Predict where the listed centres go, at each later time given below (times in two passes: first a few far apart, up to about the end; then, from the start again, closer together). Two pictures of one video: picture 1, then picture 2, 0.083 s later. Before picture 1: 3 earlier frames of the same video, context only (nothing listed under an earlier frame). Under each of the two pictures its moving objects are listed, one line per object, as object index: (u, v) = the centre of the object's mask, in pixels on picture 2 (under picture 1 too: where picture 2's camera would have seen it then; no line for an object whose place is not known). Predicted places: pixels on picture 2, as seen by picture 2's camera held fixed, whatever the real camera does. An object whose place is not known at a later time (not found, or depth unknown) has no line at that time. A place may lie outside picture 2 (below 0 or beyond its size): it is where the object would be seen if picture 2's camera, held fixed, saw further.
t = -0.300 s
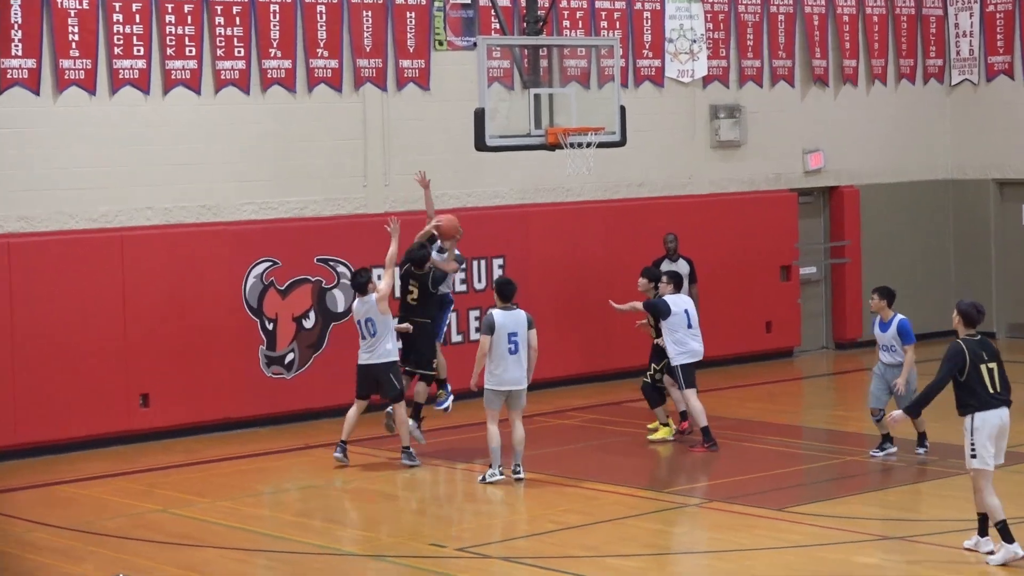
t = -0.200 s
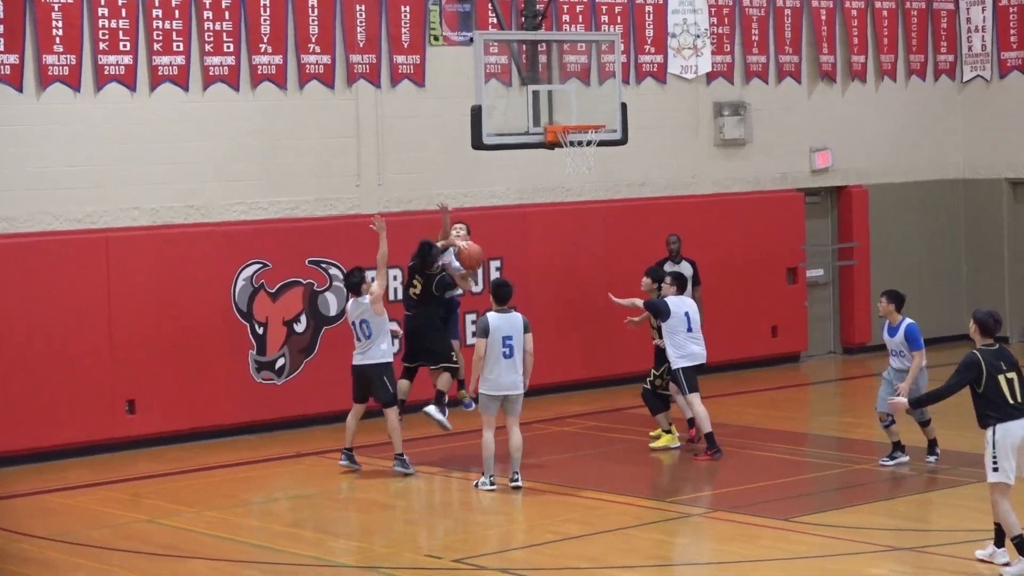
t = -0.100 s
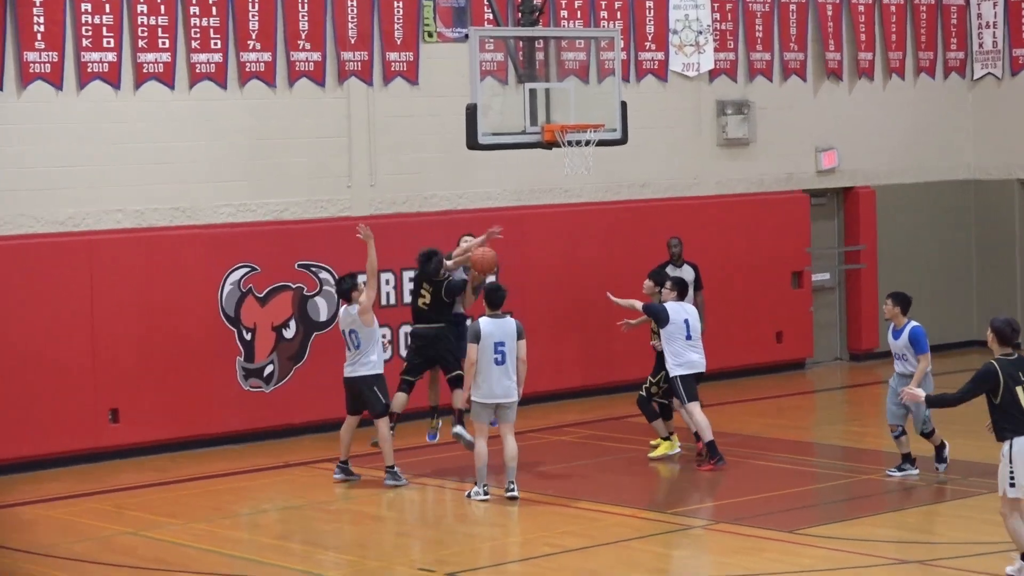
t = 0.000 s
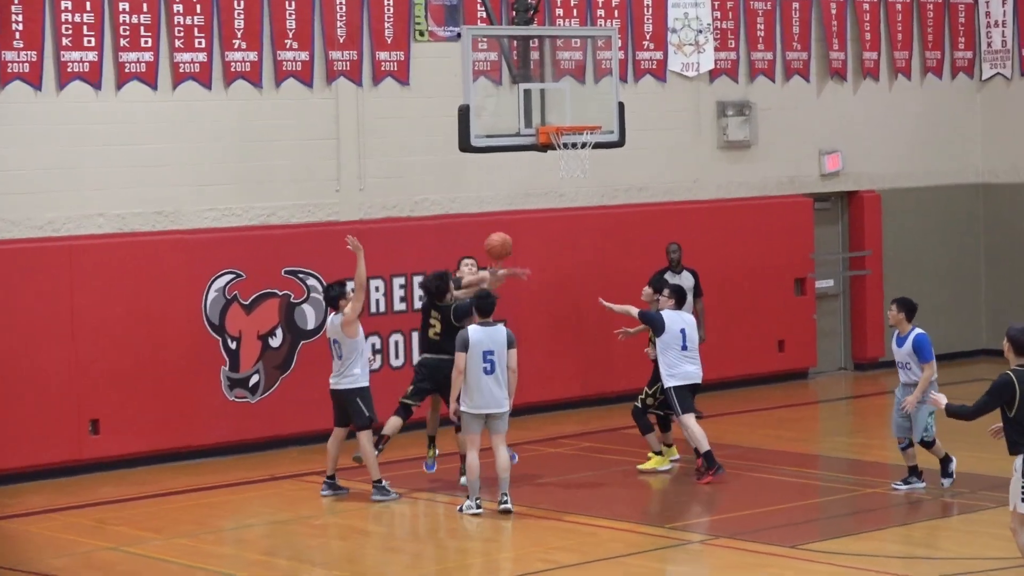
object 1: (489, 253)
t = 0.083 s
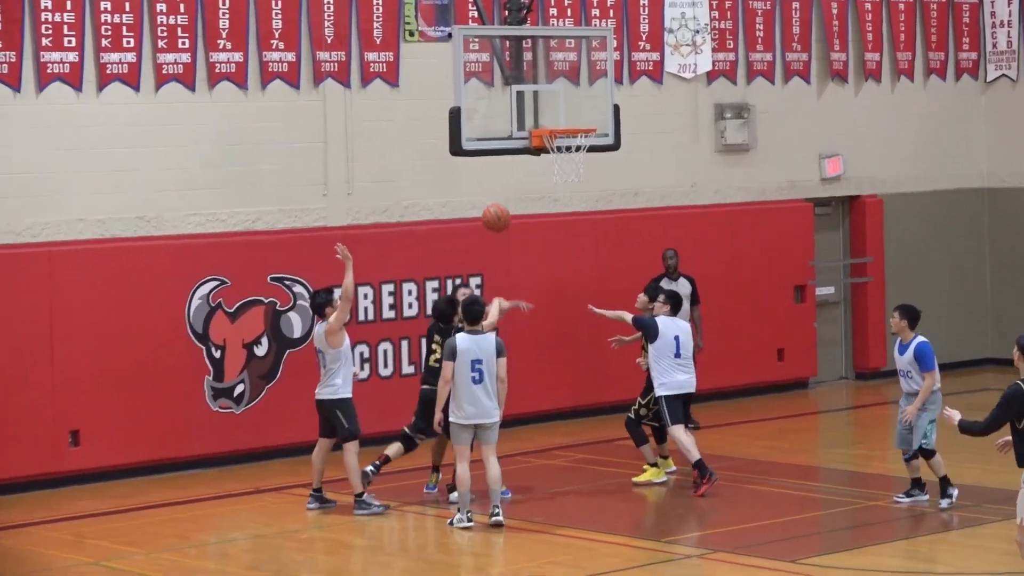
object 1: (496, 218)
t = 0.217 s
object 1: (505, 180)
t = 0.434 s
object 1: (521, 164)
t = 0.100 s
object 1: (497, 212)
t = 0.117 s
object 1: (498, 206)
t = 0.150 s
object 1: (500, 196)
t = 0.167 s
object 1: (502, 192)
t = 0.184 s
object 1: (503, 188)
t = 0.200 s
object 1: (504, 184)
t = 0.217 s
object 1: (505, 180)
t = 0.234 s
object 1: (506, 177)
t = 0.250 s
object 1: (508, 174)
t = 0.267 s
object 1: (509, 171)
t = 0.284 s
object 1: (510, 169)
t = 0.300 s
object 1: (511, 167)
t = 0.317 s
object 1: (512, 166)
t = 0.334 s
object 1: (513, 164)
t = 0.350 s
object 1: (515, 163)
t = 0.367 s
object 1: (516, 163)
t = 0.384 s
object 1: (517, 163)
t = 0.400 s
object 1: (518, 163)
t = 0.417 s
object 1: (519, 163)
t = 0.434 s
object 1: (521, 164)
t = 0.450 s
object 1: (522, 165)
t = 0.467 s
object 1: (523, 166)
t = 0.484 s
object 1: (524, 168)
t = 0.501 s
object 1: (526, 170)
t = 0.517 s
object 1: (527, 173)
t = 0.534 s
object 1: (528, 175)
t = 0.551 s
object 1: (529, 178)
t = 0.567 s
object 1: (530, 181)
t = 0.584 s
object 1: (532, 185)
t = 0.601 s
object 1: (533, 189)
